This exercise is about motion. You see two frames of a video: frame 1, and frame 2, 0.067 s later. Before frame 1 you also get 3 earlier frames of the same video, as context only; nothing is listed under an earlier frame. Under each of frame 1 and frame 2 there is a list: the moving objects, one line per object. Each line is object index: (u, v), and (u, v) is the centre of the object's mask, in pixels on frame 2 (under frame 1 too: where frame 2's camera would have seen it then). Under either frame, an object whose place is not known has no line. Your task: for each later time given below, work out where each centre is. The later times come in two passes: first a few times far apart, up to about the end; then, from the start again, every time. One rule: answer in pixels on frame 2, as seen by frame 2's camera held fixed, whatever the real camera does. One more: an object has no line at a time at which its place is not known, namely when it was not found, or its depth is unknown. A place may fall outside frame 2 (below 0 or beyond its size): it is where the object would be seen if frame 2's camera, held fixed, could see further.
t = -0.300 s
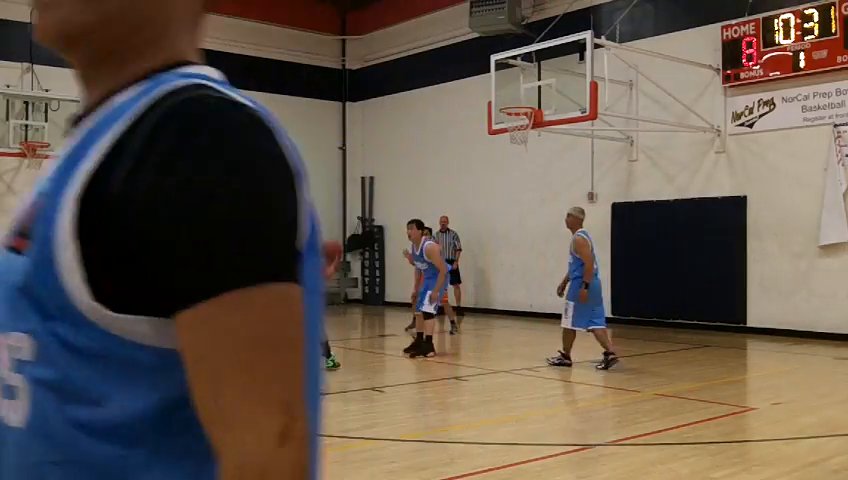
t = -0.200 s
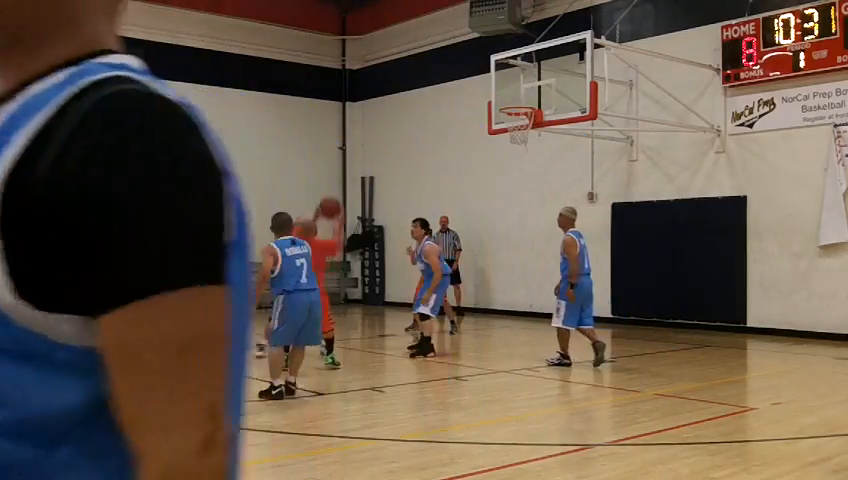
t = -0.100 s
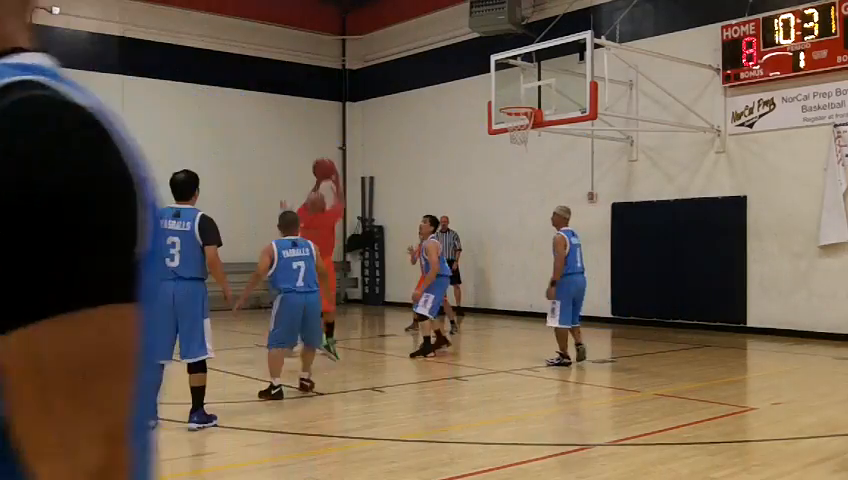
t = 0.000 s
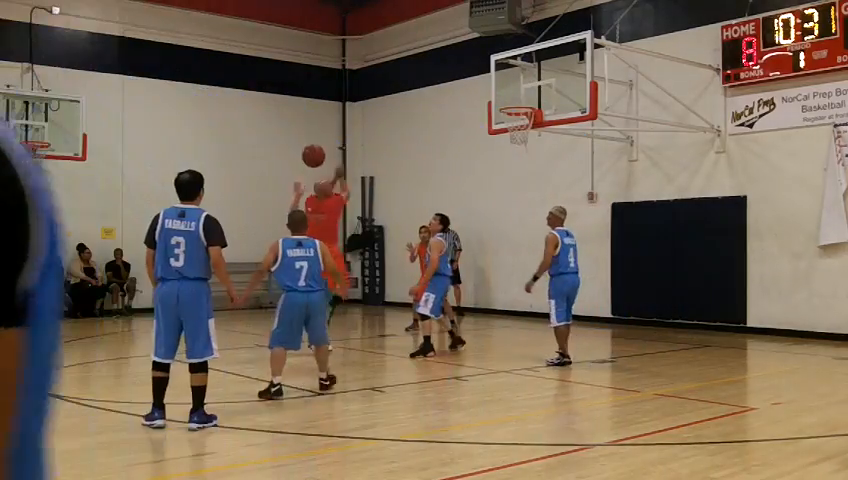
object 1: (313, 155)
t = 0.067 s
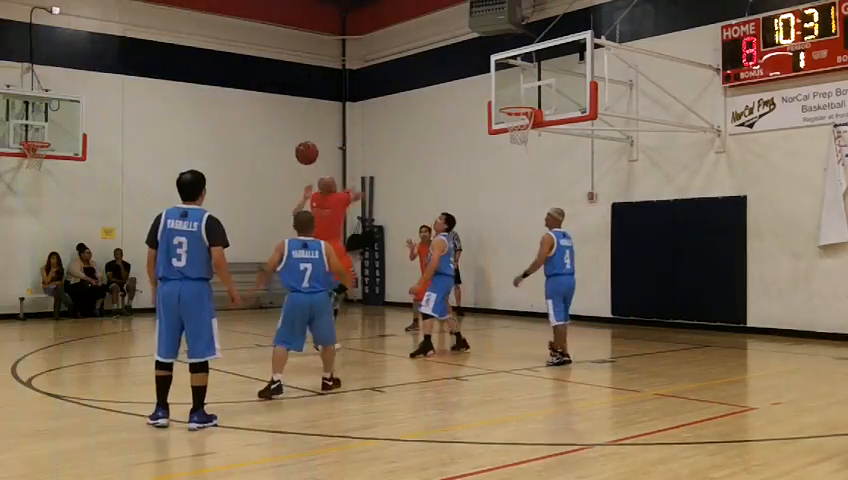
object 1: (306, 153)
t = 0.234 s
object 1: (289, 164)
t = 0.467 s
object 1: (264, 226)
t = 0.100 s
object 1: (303, 153)
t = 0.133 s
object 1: (300, 154)
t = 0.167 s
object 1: (296, 157)
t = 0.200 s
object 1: (293, 160)
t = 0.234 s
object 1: (289, 164)
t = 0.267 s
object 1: (286, 170)
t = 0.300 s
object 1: (282, 177)
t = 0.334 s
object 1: (278, 184)
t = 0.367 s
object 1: (274, 193)
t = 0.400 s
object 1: (271, 203)
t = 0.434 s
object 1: (268, 214)
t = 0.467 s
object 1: (264, 226)
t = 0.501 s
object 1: (260, 240)
